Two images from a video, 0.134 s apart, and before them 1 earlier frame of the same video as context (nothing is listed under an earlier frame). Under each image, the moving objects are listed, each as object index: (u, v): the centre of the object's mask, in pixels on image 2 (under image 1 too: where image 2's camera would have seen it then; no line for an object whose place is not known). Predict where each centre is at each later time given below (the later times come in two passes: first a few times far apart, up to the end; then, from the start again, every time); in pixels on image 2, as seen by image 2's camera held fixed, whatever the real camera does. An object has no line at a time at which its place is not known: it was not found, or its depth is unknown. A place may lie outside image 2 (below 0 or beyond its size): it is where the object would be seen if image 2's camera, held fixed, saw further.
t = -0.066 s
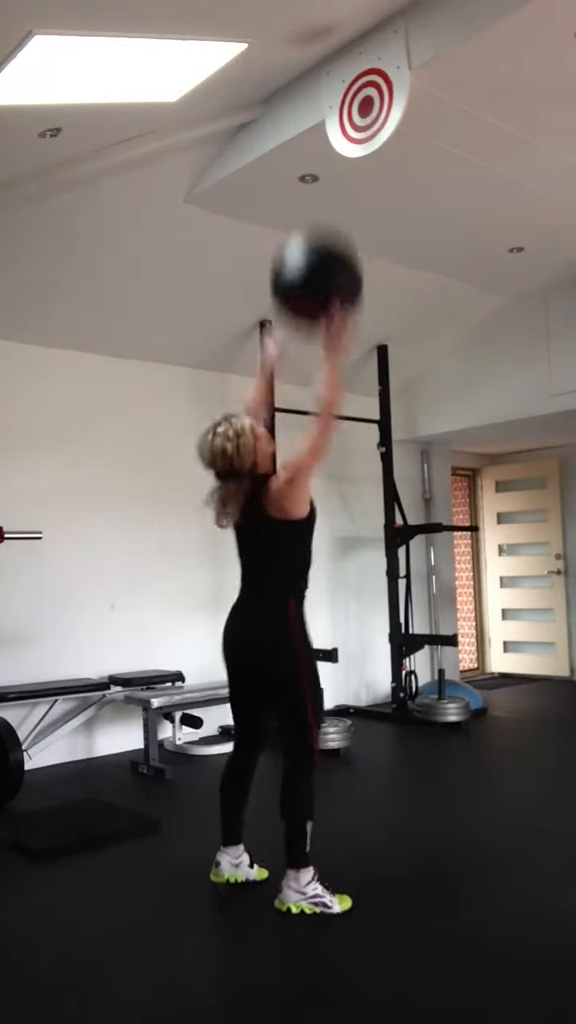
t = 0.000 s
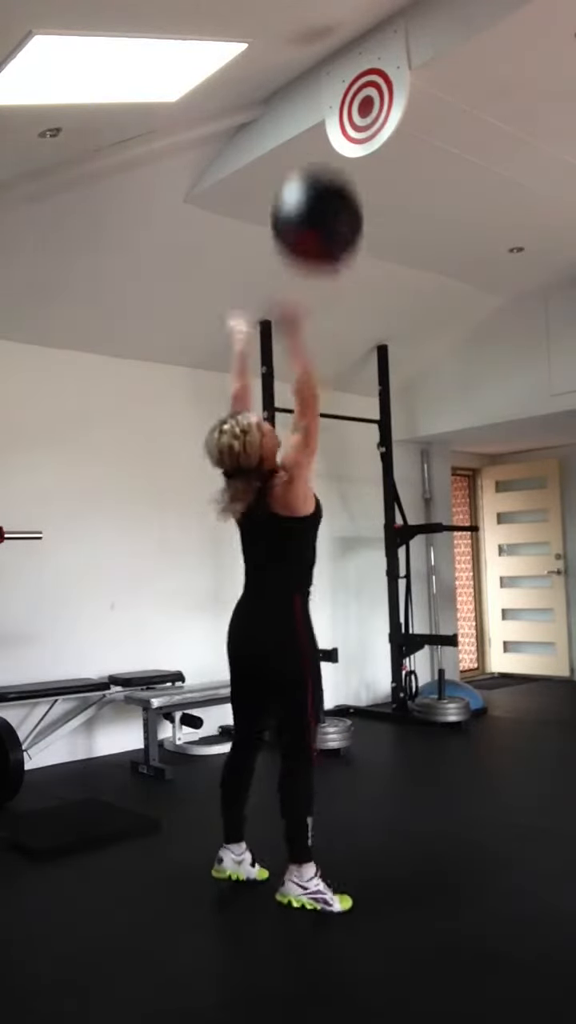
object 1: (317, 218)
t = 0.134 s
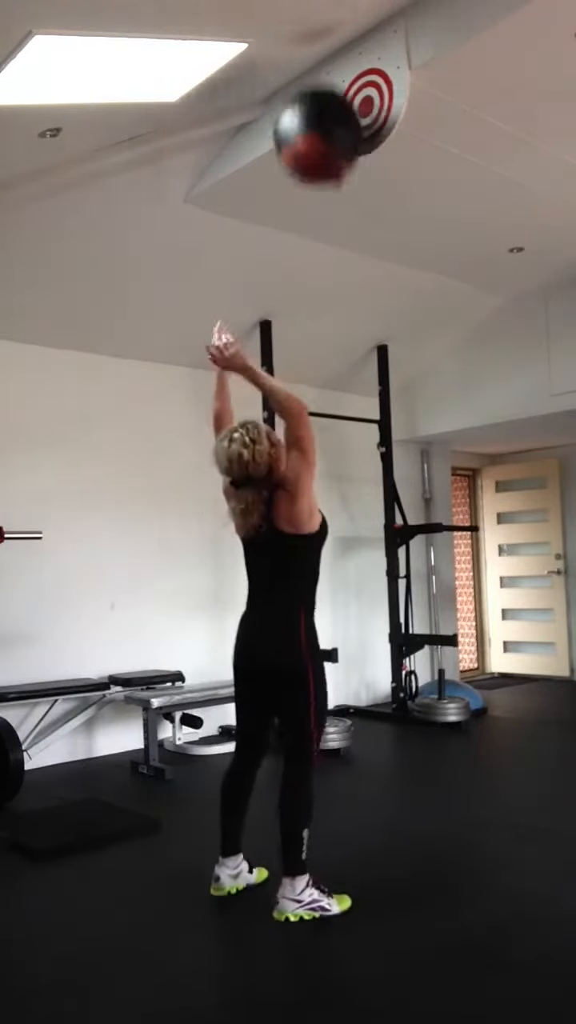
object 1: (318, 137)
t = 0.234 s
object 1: (320, 100)
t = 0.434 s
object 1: (316, 94)
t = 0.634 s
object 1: (304, 178)
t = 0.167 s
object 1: (318, 121)
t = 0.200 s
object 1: (319, 109)
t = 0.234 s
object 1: (320, 100)
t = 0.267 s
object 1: (321, 94)
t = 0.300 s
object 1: (321, 89)
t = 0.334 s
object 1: (322, 88)
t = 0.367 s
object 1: (321, 88)
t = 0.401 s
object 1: (318, 90)
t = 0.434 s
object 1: (316, 94)
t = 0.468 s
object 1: (313, 101)
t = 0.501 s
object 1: (311, 112)
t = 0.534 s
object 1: (310, 124)
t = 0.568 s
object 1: (307, 140)
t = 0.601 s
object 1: (305, 156)
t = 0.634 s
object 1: (304, 178)
